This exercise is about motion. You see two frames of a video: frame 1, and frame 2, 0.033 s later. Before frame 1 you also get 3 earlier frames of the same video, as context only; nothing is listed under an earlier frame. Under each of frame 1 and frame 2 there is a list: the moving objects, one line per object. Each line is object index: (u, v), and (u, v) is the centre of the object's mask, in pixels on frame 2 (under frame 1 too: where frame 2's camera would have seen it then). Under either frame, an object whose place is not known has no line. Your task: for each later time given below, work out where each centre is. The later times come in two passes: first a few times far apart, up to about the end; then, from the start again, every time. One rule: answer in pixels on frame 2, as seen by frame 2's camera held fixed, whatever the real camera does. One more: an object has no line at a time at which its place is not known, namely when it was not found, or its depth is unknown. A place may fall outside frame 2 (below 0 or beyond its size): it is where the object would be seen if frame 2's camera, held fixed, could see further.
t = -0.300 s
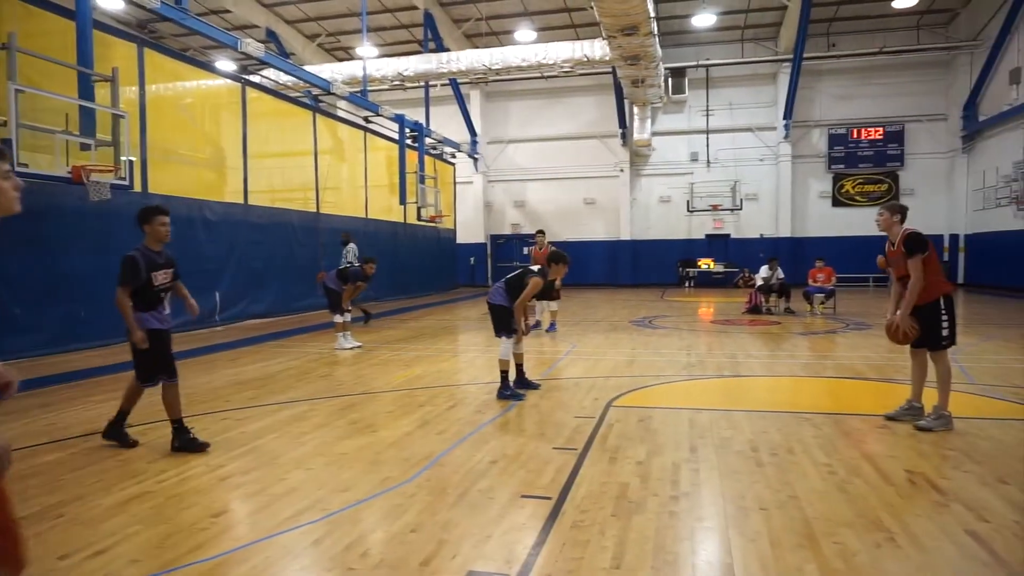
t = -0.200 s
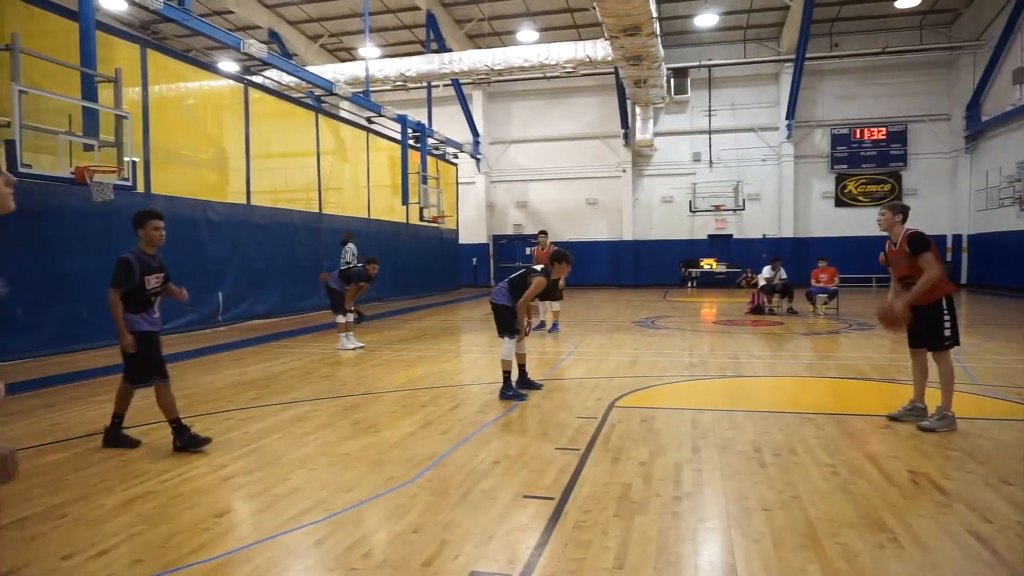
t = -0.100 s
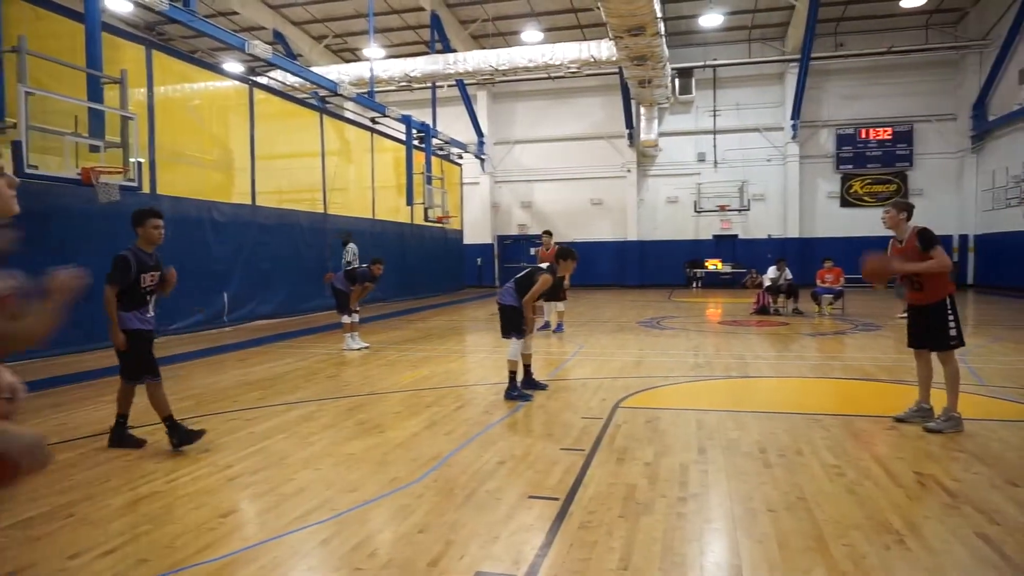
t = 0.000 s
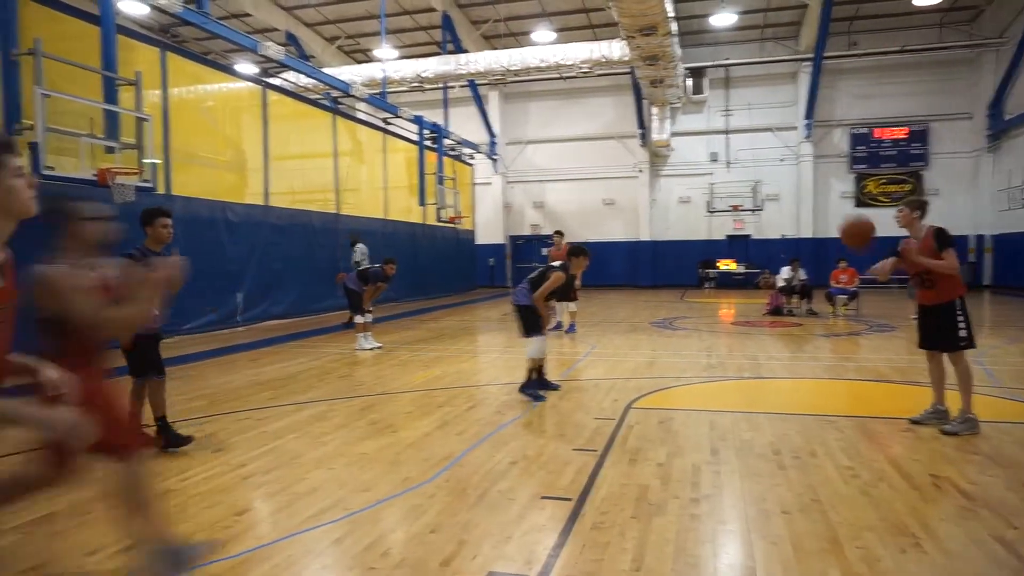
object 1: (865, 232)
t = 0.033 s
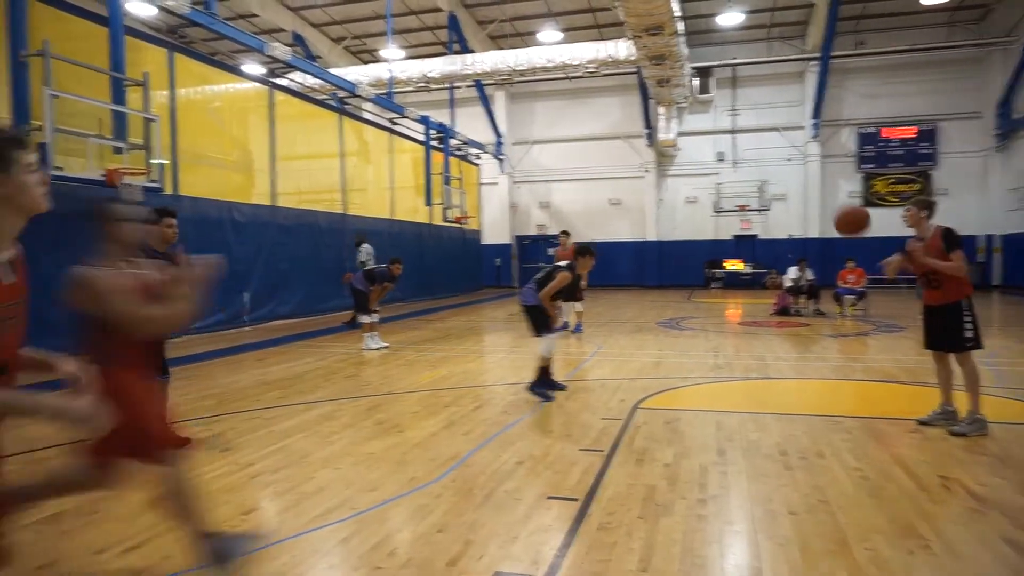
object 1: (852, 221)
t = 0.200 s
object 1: (780, 184)
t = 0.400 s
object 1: (672, 190)
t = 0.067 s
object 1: (837, 211)
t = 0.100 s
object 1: (823, 201)
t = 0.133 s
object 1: (810, 194)
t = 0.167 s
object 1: (796, 188)
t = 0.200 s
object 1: (780, 184)
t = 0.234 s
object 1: (763, 181)
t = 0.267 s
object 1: (746, 179)
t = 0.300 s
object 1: (729, 179)
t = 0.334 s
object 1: (711, 181)
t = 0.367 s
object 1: (693, 185)
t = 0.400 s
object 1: (672, 190)
